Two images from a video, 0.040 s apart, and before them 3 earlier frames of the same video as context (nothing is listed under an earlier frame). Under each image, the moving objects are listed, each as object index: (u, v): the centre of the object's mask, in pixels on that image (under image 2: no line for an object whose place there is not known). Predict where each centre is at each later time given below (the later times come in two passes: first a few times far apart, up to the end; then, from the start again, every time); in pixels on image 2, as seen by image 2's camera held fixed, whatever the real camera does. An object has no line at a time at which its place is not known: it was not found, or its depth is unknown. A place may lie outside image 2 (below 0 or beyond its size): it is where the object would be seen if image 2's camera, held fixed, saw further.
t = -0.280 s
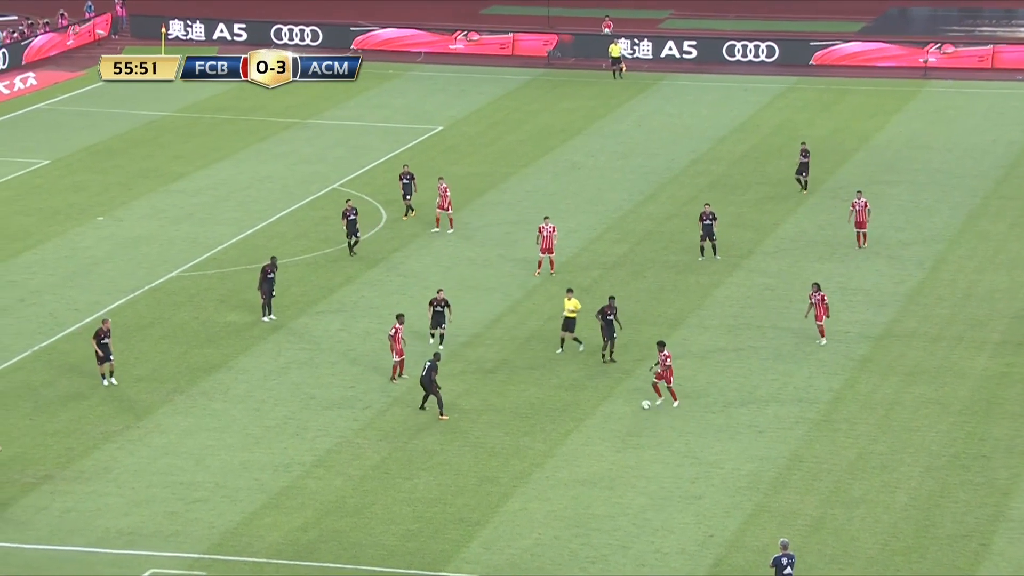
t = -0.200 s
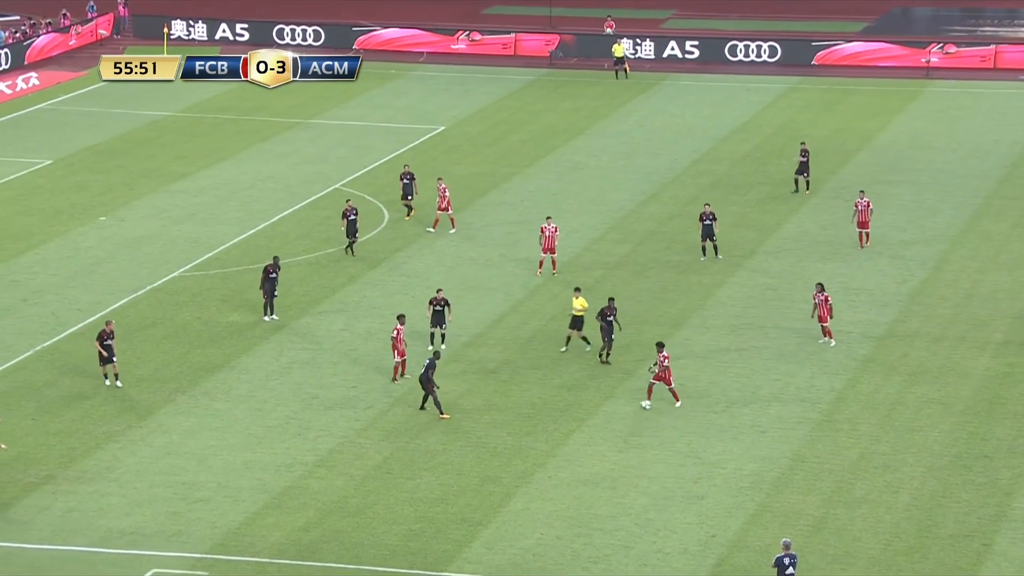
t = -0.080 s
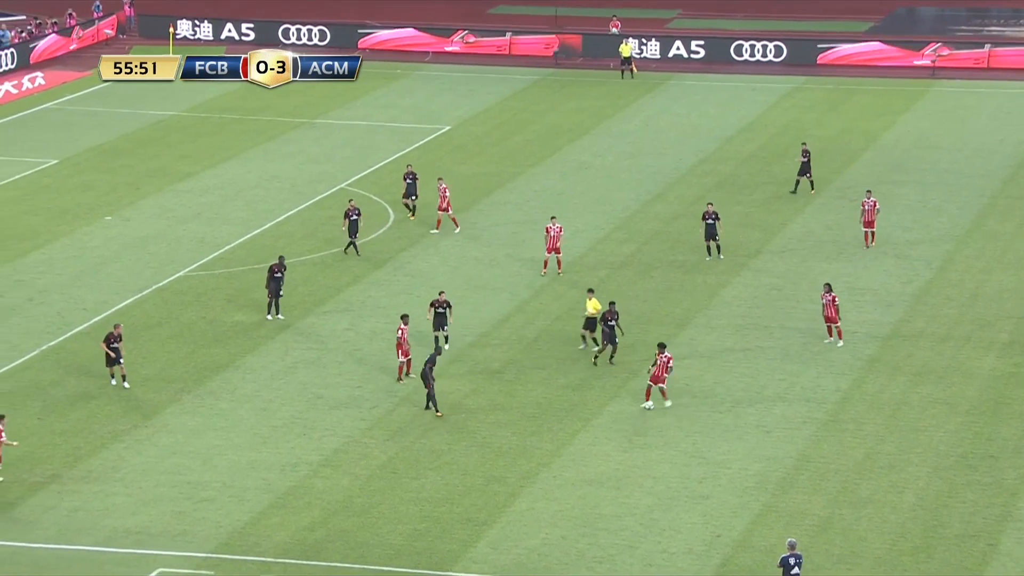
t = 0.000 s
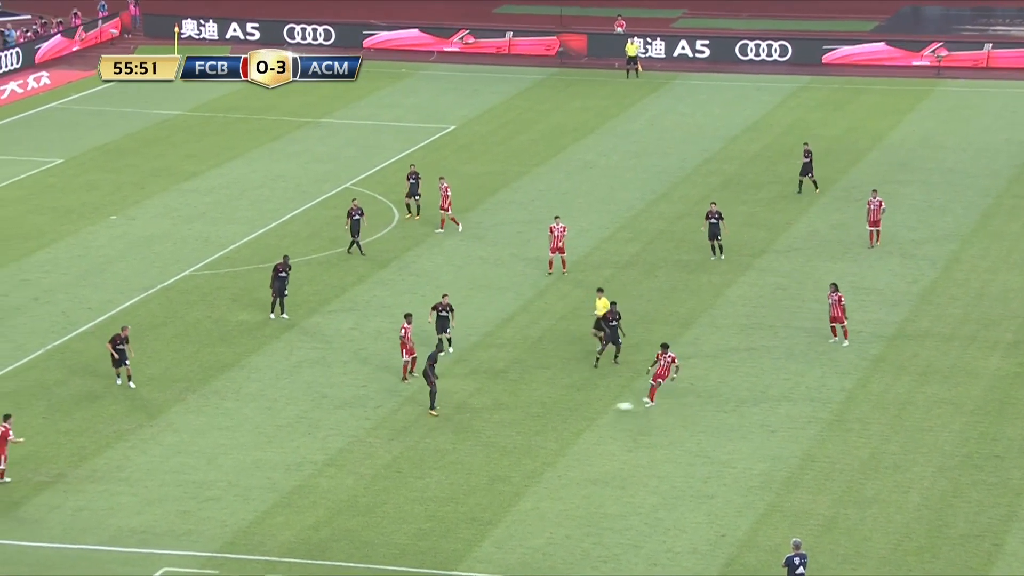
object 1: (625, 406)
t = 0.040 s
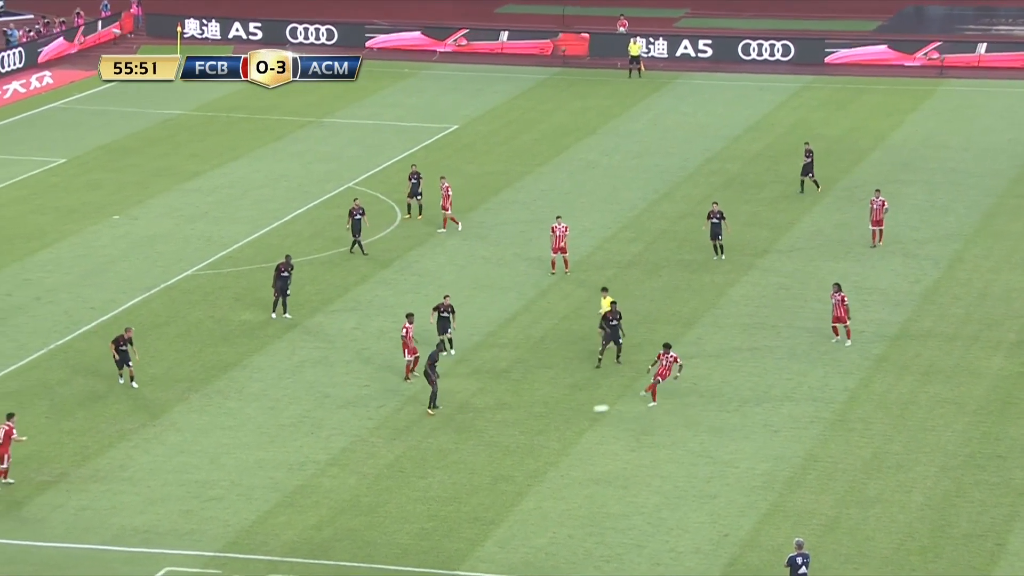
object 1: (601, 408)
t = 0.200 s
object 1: (497, 425)
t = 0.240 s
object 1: (472, 431)
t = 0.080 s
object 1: (575, 411)
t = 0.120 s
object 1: (549, 414)
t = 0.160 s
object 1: (522, 419)
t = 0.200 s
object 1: (497, 425)
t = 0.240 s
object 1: (472, 431)
